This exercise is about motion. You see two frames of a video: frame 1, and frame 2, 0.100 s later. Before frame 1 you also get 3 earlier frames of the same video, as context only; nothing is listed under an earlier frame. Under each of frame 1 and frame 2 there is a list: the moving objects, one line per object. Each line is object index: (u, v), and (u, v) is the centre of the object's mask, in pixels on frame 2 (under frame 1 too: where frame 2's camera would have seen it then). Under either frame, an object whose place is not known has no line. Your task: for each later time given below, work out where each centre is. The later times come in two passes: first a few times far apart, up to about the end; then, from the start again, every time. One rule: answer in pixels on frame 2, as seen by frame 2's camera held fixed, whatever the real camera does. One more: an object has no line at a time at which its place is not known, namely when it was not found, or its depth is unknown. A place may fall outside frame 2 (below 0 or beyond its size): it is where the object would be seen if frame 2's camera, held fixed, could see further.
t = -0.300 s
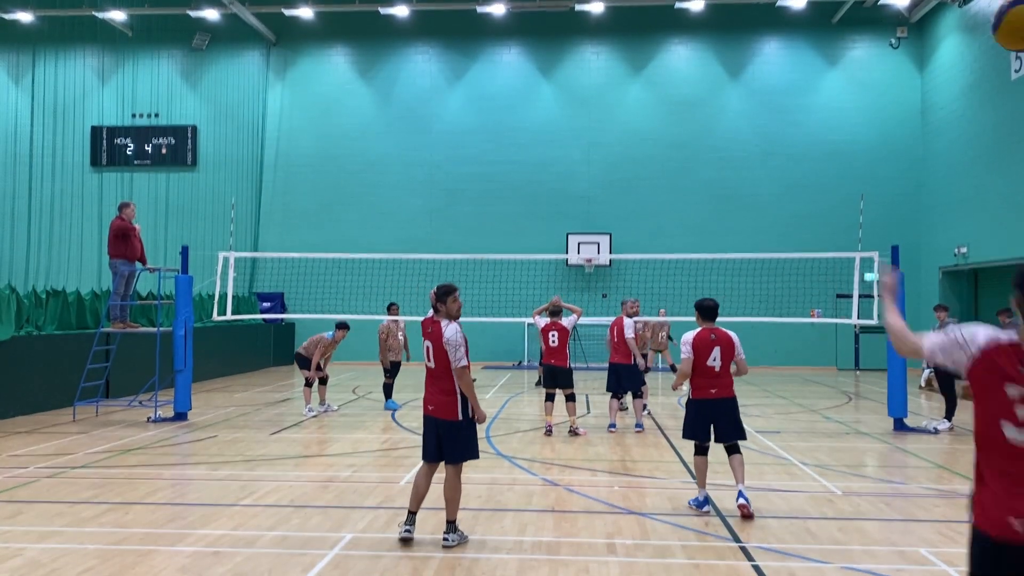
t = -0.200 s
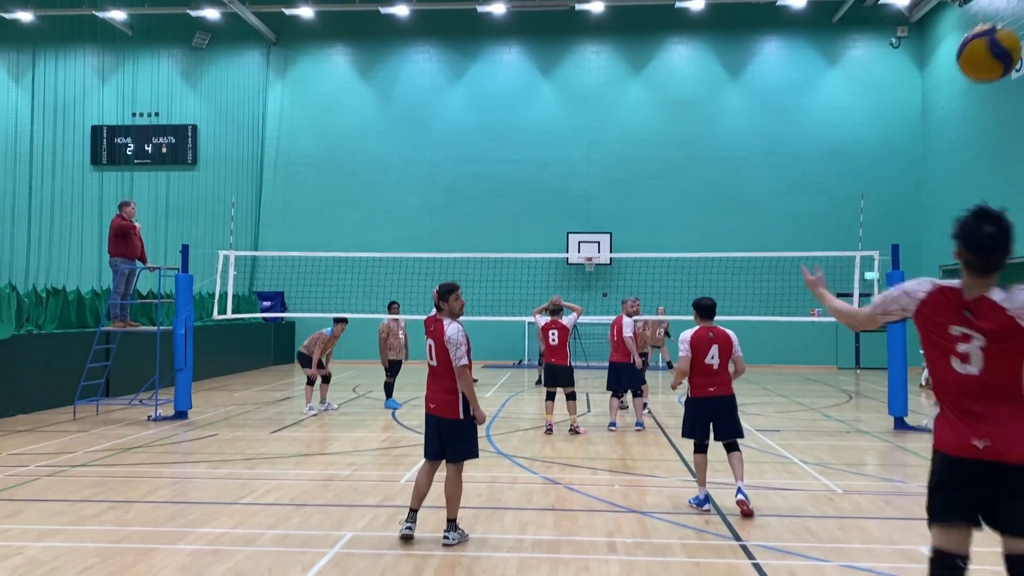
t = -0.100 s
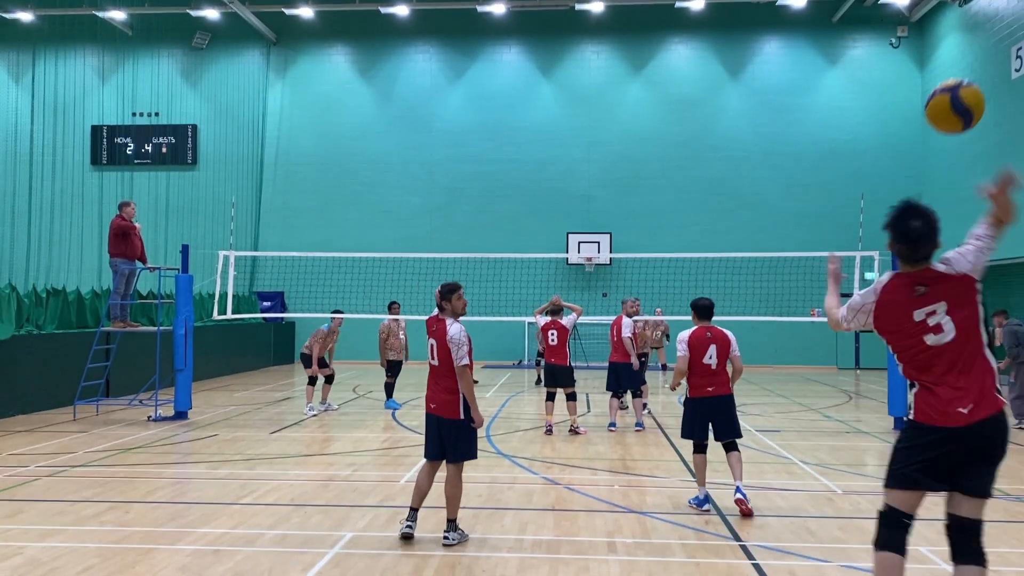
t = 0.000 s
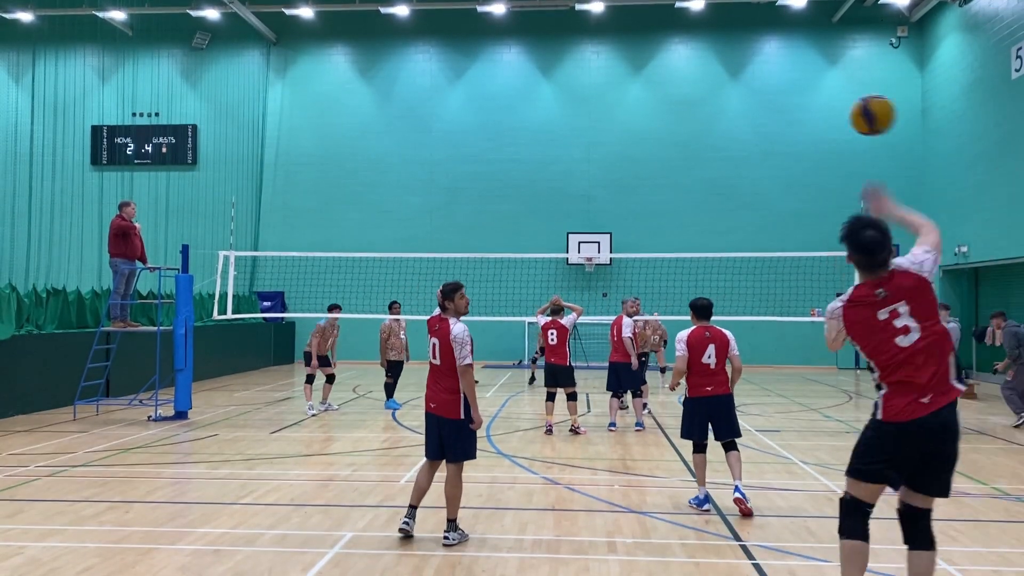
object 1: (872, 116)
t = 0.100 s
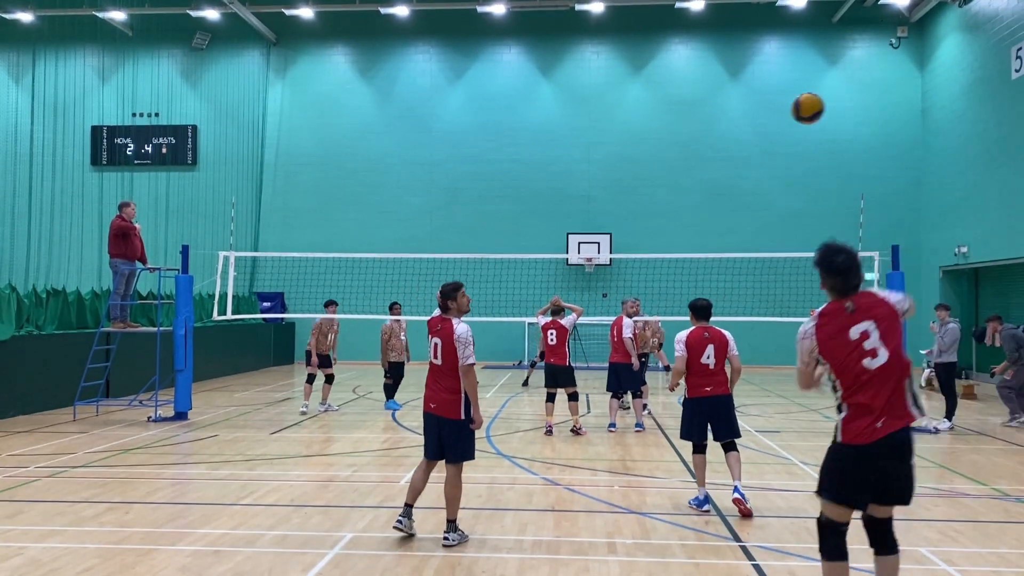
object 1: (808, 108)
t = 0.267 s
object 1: (757, 122)
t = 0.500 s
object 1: (720, 161)
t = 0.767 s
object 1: (698, 224)
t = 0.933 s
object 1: (690, 270)
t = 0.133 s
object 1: (794, 109)
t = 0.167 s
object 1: (782, 111)
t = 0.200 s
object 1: (773, 114)
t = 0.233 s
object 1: (764, 115)
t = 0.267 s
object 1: (757, 122)
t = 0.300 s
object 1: (751, 128)
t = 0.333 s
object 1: (744, 133)
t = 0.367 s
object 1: (738, 138)
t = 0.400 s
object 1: (733, 143)
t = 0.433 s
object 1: (728, 149)
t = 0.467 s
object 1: (724, 155)
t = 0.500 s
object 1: (720, 161)
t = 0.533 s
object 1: (716, 169)
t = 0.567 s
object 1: (713, 176)
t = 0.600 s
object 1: (710, 184)
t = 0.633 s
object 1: (707, 192)
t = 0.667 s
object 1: (705, 199)
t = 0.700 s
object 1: (702, 208)
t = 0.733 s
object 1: (700, 216)
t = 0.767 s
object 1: (698, 224)
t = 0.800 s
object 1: (696, 233)
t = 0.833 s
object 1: (694, 242)
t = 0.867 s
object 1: (693, 250)
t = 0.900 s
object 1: (691, 261)
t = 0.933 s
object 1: (690, 270)
